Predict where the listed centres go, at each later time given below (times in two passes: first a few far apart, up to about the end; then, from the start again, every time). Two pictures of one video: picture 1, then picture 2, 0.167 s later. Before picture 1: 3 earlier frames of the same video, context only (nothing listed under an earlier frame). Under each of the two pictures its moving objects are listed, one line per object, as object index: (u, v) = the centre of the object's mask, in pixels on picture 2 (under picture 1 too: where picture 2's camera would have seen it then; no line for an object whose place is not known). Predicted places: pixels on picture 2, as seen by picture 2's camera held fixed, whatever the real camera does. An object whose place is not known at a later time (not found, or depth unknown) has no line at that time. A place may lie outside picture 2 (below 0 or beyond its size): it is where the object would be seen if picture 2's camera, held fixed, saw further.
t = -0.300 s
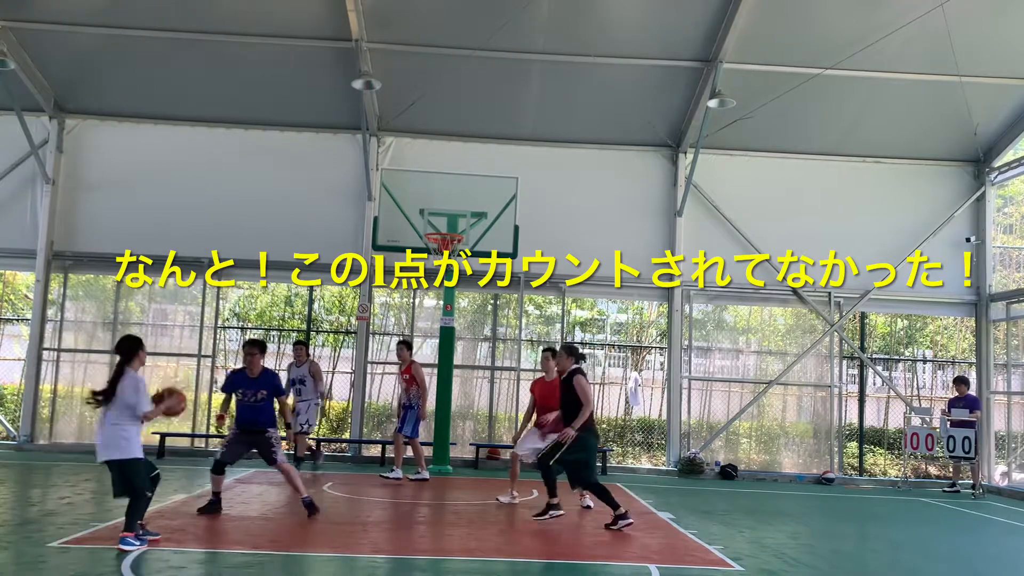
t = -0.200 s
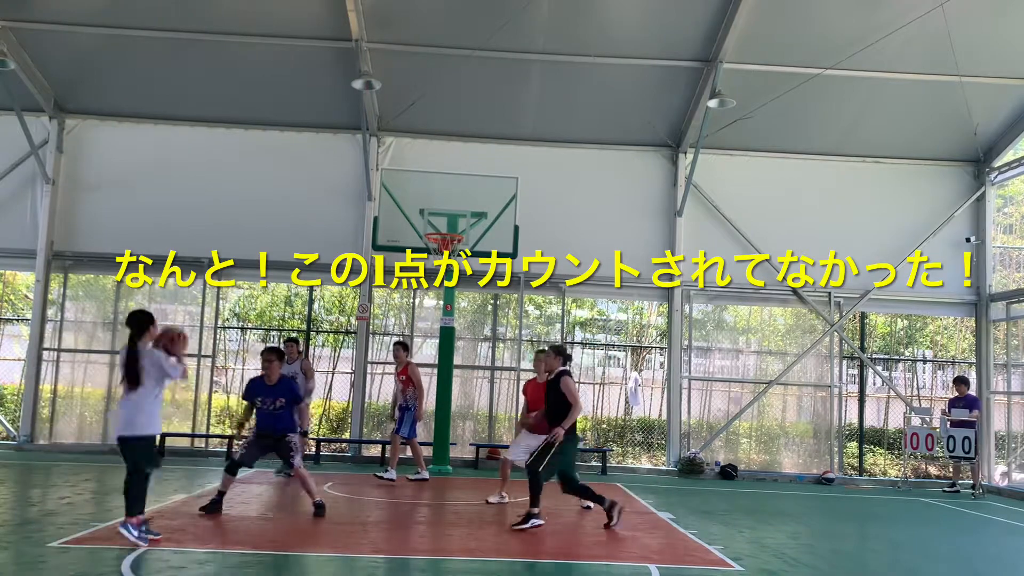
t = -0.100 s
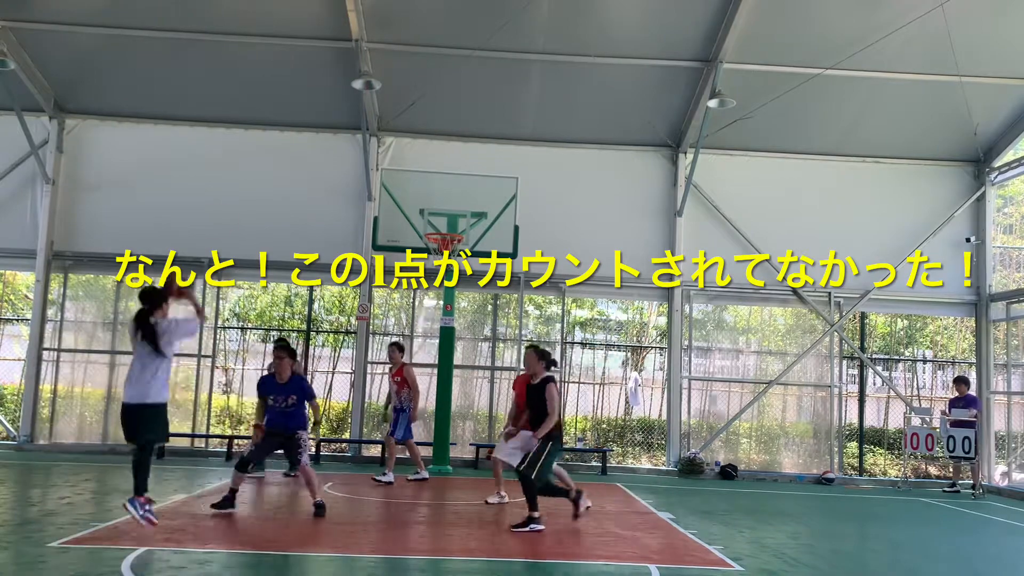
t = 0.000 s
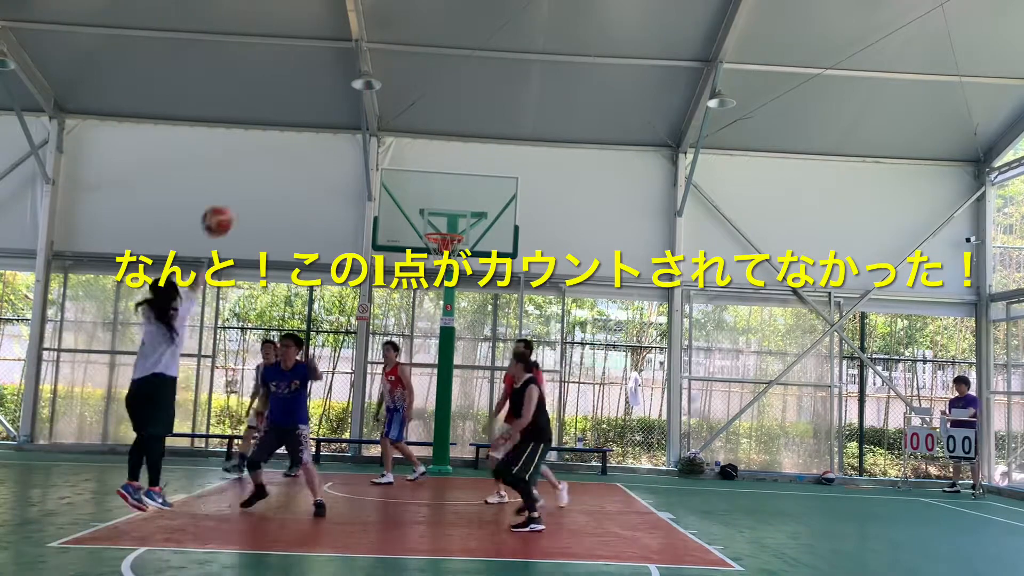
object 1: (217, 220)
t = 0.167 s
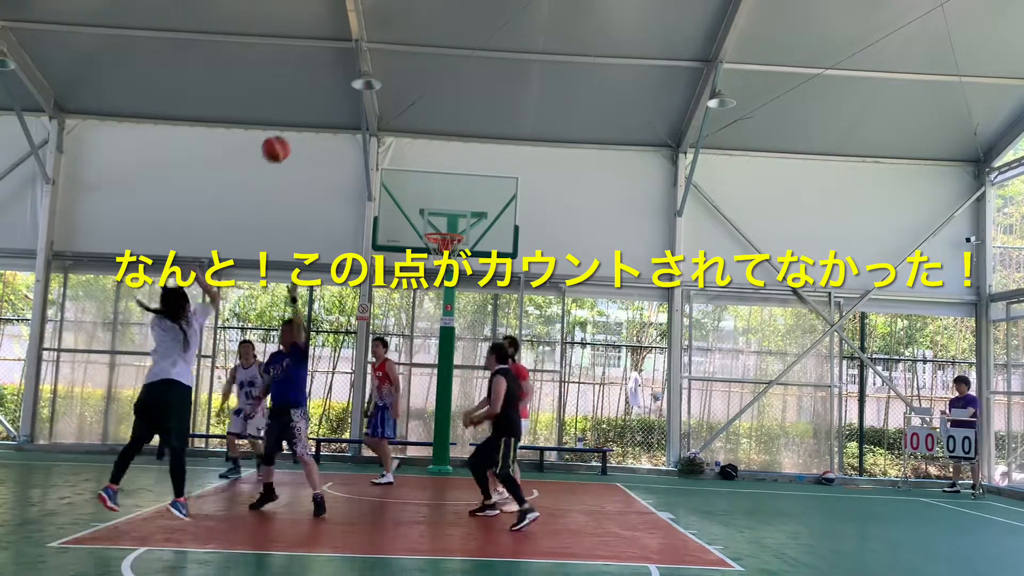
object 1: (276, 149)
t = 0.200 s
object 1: (286, 139)
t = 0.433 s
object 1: (347, 111)
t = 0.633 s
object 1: (390, 126)
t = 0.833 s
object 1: (422, 174)
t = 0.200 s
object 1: (286, 139)
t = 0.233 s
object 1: (296, 132)
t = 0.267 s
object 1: (305, 126)
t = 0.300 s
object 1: (315, 120)
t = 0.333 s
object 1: (324, 115)
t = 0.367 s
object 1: (332, 113)
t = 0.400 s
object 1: (340, 111)
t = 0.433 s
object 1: (347, 111)
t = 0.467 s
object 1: (355, 111)
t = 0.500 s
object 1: (363, 112)
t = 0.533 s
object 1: (369, 114)
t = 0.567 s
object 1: (377, 117)
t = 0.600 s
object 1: (383, 121)
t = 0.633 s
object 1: (390, 126)
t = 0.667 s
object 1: (395, 133)
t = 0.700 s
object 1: (401, 139)
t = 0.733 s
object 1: (406, 147)
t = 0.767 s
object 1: (412, 155)
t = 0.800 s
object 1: (417, 164)
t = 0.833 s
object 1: (422, 174)
